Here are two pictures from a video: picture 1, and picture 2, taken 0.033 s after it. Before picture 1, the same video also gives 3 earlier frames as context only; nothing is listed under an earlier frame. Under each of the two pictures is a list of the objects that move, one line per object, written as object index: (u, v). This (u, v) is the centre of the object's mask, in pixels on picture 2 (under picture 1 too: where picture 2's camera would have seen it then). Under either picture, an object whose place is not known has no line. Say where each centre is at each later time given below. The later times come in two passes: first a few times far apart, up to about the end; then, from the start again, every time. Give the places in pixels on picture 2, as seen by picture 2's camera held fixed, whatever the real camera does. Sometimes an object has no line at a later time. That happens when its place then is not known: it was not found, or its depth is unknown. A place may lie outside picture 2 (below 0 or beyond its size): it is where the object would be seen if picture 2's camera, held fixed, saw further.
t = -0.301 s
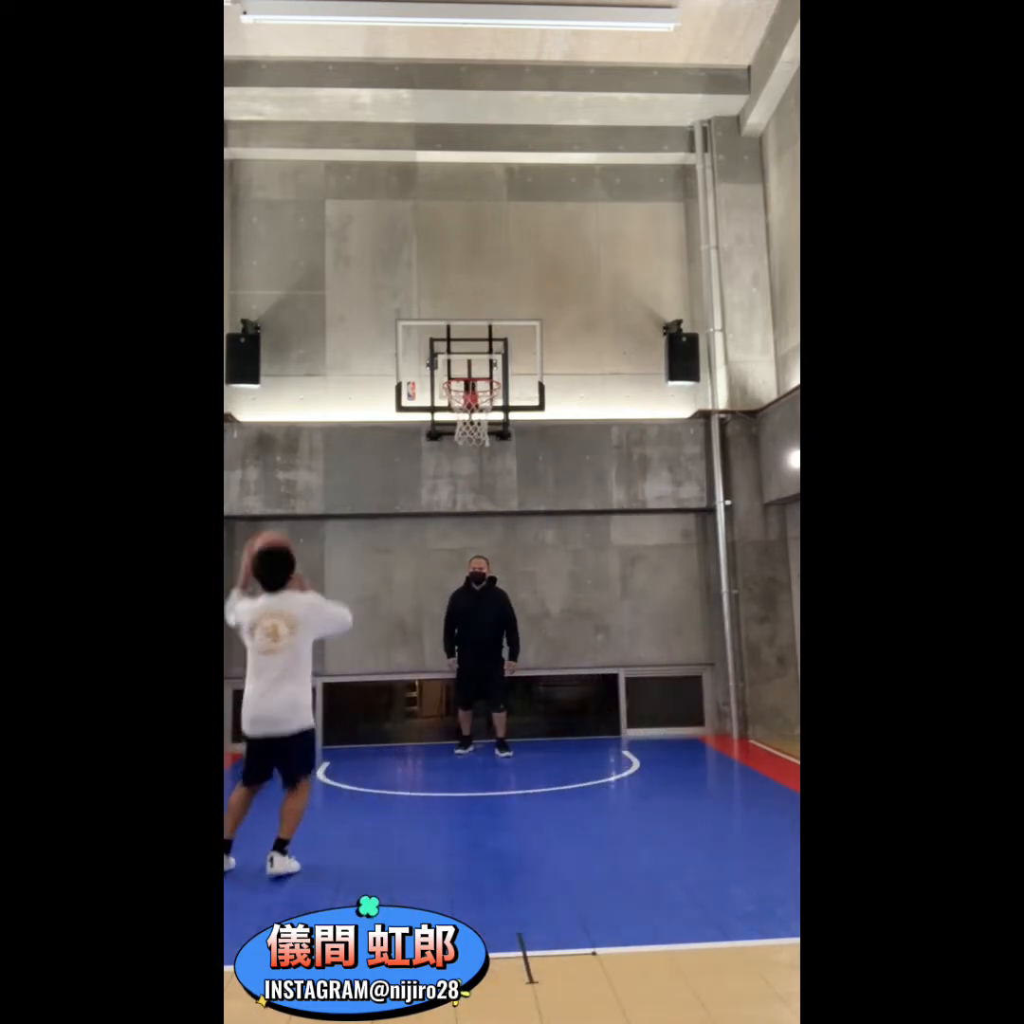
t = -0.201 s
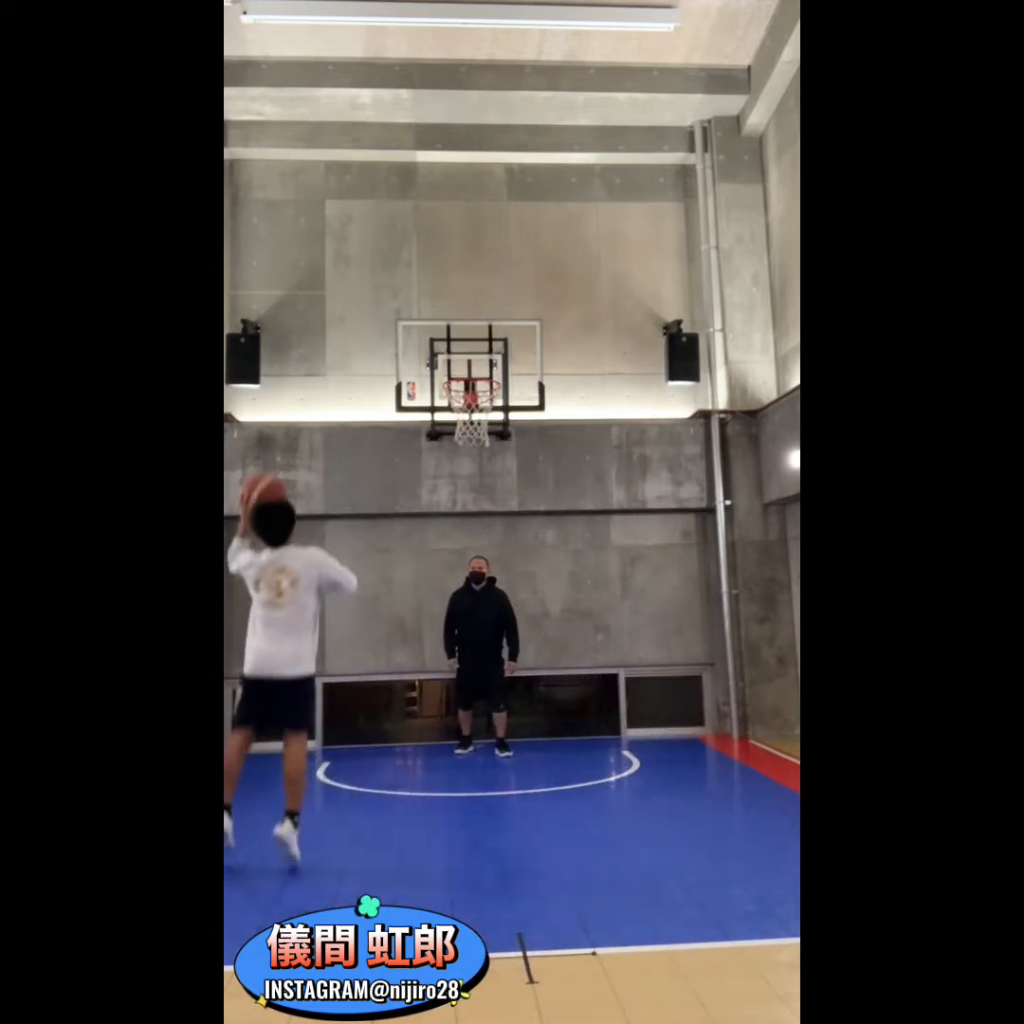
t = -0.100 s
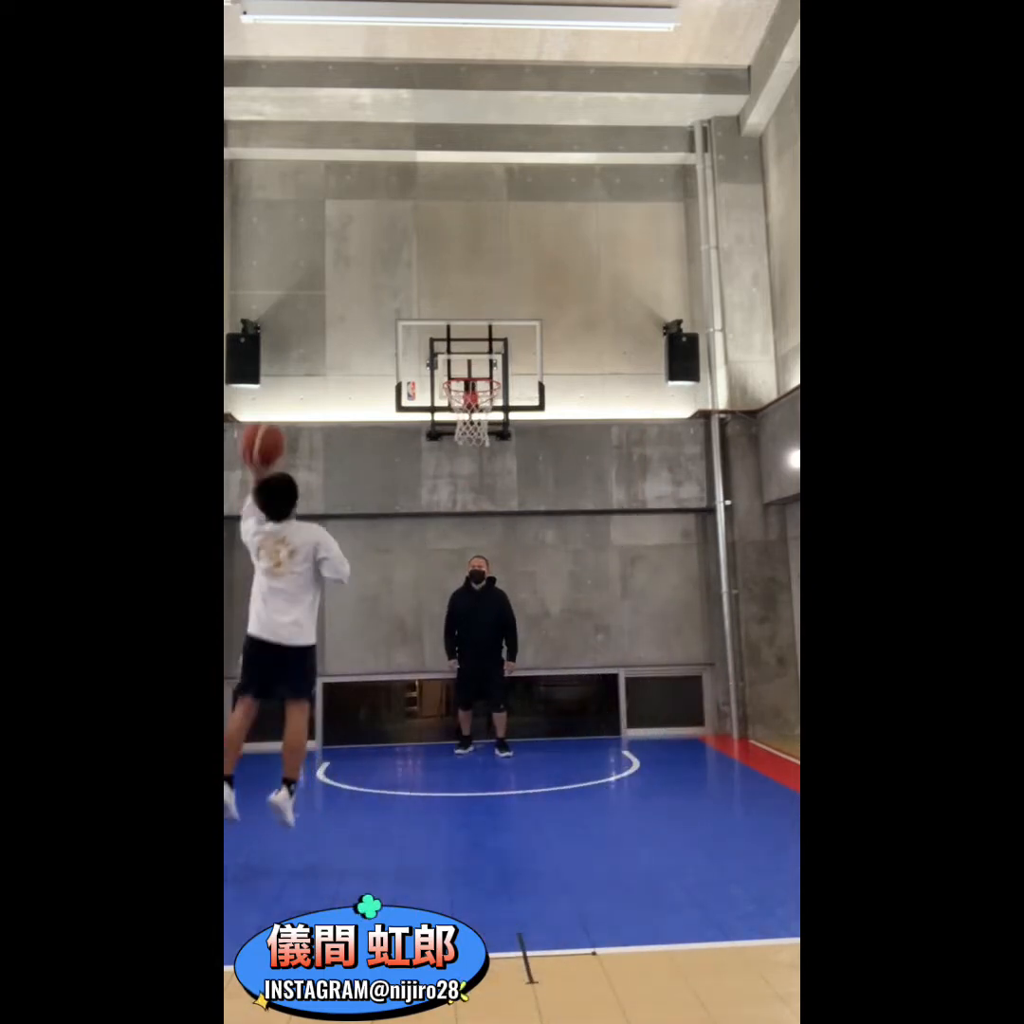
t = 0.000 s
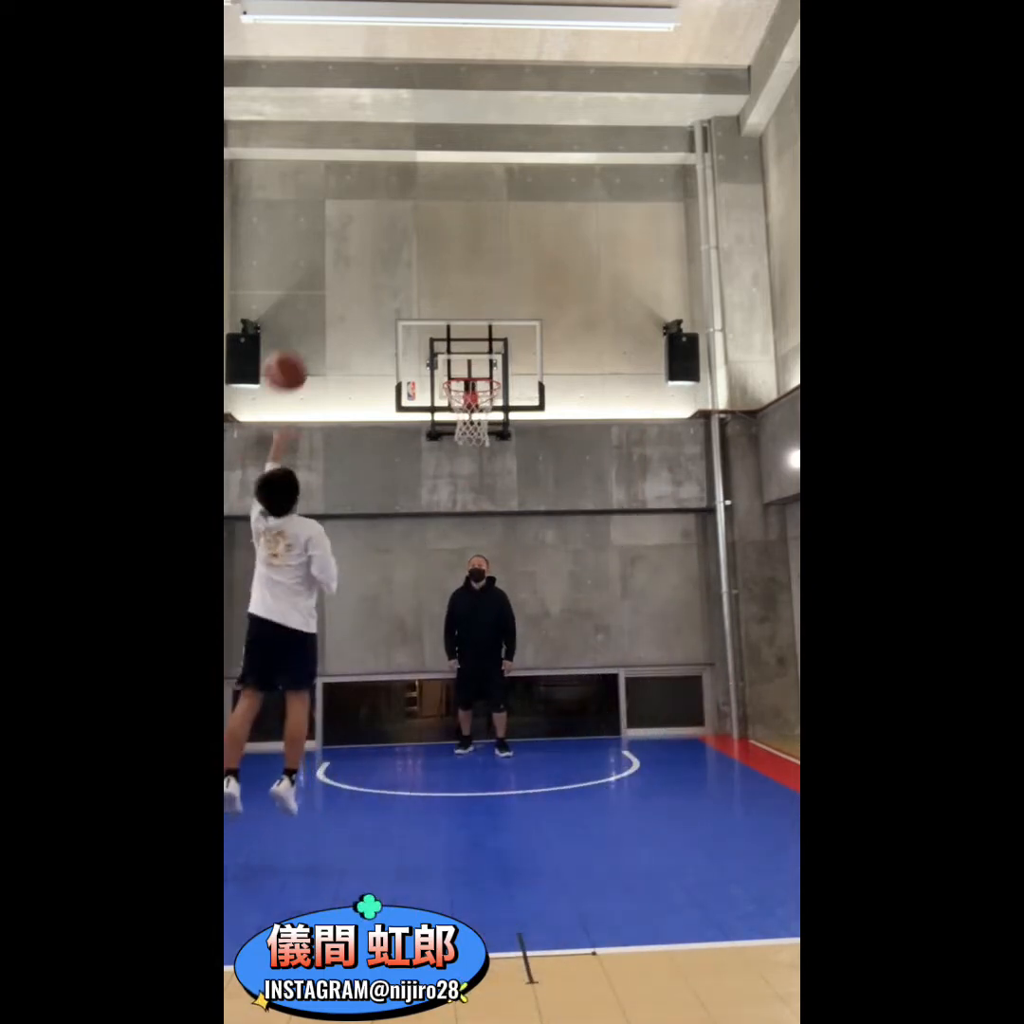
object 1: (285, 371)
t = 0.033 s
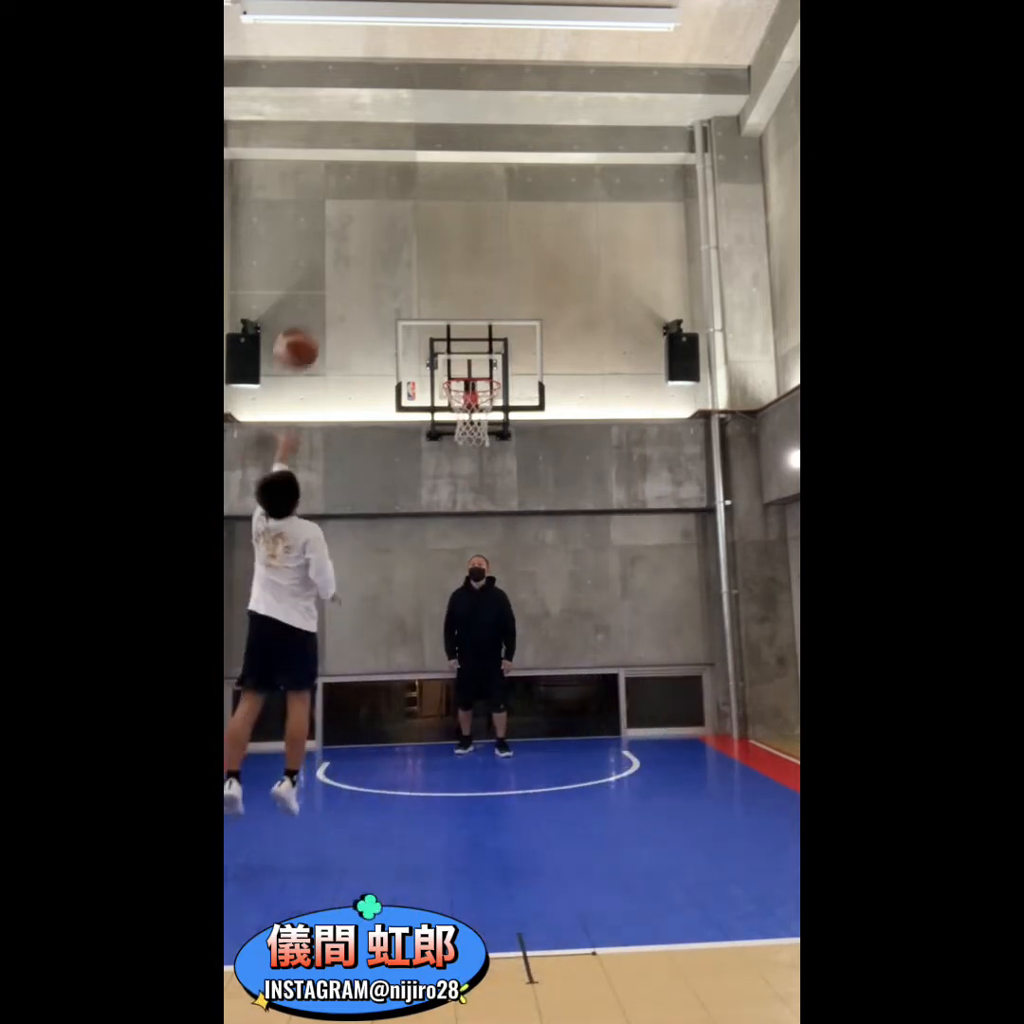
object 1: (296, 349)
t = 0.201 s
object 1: (346, 276)
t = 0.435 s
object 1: (401, 256)
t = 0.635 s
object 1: (440, 295)
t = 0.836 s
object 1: (474, 370)
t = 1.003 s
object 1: (469, 442)
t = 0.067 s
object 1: (306, 329)
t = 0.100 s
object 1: (317, 312)
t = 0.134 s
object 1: (327, 298)
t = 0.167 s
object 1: (337, 286)
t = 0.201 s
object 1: (346, 276)
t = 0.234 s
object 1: (354, 268)
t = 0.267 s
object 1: (363, 261)
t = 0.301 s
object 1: (370, 256)
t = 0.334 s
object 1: (378, 254)
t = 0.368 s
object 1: (385, 254)
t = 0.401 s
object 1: (393, 255)
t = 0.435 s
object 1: (401, 256)
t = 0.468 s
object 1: (408, 259)
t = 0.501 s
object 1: (415, 263)
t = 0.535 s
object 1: (421, 269)
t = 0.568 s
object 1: (428, 278)
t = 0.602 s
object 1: (434, 286)
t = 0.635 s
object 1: (440, 295)
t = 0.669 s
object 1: (446, 304)
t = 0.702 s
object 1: (451, 316)
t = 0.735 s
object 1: (456, 329)
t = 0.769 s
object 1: (462, 343)
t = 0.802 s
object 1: (468, 359)
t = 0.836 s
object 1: (474, 370)
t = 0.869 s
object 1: (478, 392)
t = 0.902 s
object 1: (473, 400)
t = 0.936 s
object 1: (471, 403)
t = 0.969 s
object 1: (474, 435)
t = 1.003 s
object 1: (469, 442)
